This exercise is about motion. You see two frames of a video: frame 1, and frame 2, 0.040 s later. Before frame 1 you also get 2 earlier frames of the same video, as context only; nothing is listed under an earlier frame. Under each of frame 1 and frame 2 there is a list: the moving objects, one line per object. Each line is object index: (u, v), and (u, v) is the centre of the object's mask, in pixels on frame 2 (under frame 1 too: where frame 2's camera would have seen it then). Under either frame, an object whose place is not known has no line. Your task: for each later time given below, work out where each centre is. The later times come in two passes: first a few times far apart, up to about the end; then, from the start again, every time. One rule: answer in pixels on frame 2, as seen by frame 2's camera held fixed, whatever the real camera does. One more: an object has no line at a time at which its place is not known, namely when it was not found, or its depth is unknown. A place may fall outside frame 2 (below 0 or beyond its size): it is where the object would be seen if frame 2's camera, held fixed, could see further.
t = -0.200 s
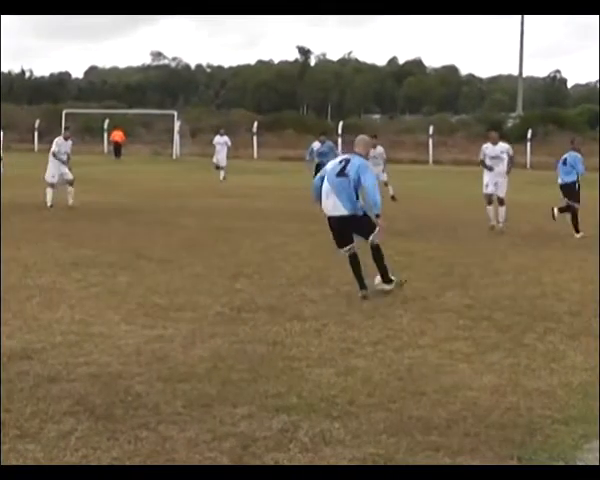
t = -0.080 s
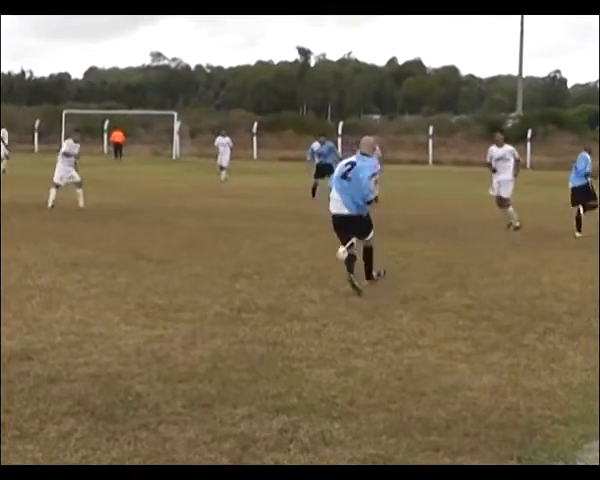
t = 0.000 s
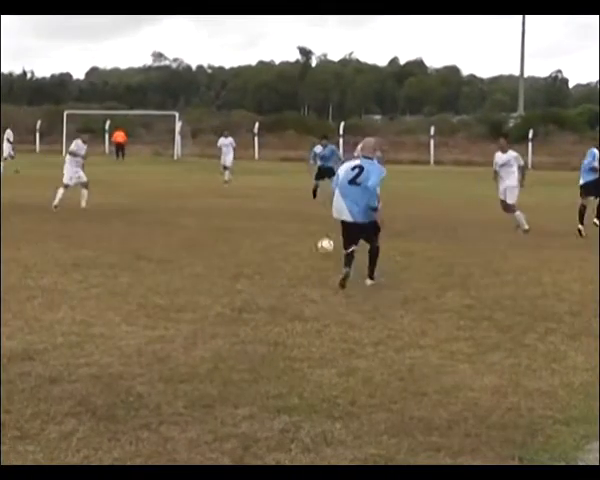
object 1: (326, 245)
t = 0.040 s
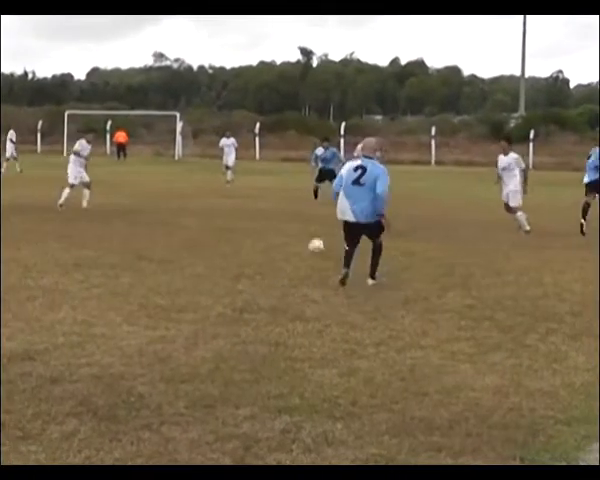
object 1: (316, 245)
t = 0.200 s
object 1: (284, 229)
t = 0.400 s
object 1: (257, 208)
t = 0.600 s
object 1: (234, 204)
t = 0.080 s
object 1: (307, 241)
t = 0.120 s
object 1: (299, 235)
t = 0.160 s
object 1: (292, 231)
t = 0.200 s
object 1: (284, 229)
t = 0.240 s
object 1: (278, 228)
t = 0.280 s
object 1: (272, 225)
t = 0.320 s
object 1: (267, 217)
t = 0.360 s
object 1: (262, 211)
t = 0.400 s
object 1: (257, 208)
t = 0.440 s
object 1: (253, 204)
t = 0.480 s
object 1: (248, 203)
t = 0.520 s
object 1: (244, 201)
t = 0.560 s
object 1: (239, 201)
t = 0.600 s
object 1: (234, 204)
